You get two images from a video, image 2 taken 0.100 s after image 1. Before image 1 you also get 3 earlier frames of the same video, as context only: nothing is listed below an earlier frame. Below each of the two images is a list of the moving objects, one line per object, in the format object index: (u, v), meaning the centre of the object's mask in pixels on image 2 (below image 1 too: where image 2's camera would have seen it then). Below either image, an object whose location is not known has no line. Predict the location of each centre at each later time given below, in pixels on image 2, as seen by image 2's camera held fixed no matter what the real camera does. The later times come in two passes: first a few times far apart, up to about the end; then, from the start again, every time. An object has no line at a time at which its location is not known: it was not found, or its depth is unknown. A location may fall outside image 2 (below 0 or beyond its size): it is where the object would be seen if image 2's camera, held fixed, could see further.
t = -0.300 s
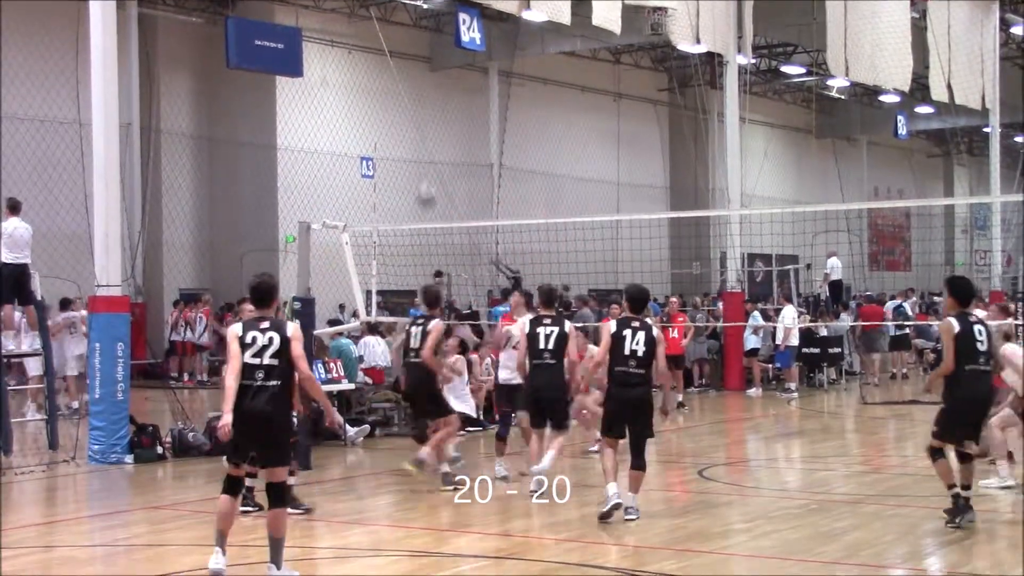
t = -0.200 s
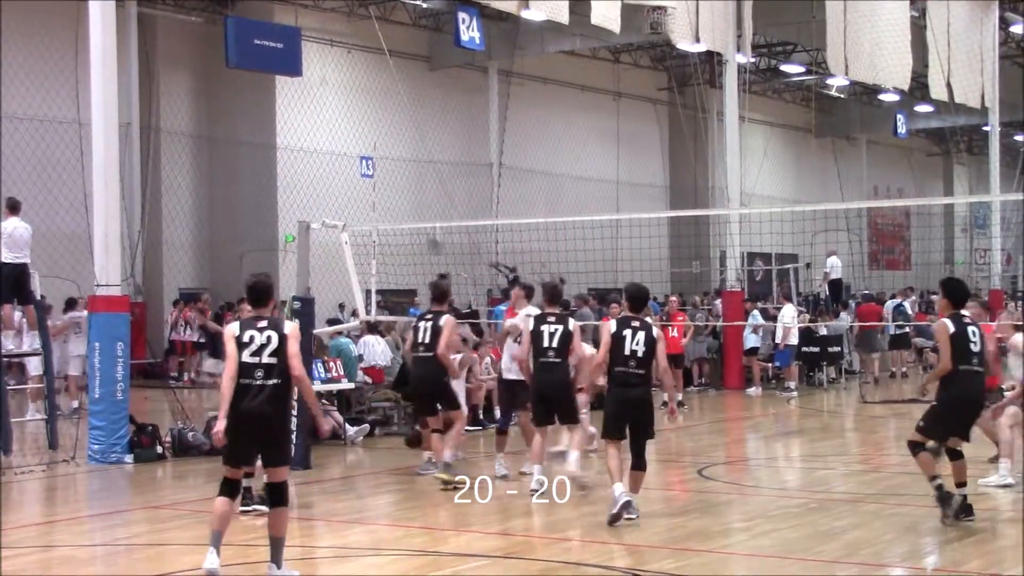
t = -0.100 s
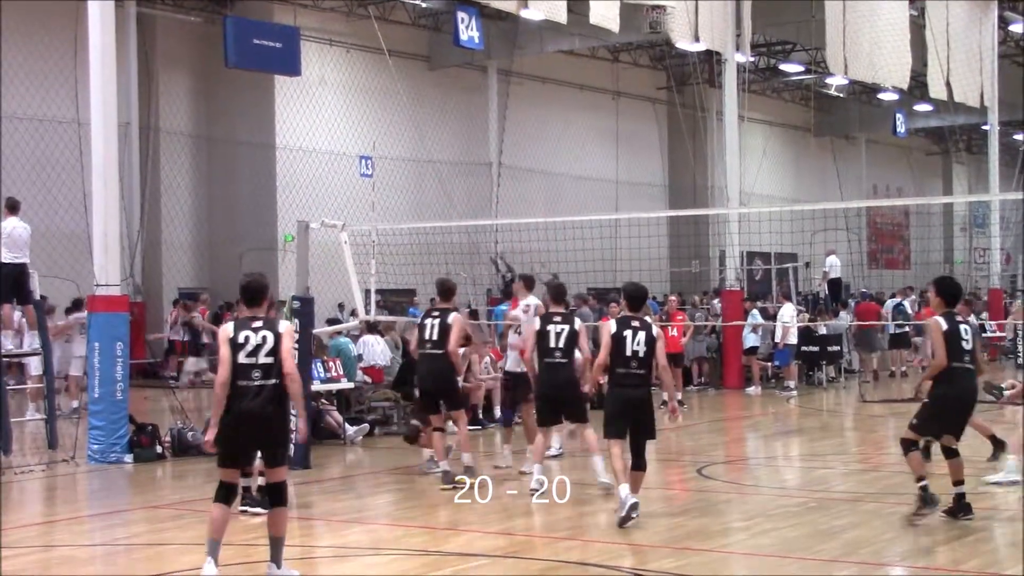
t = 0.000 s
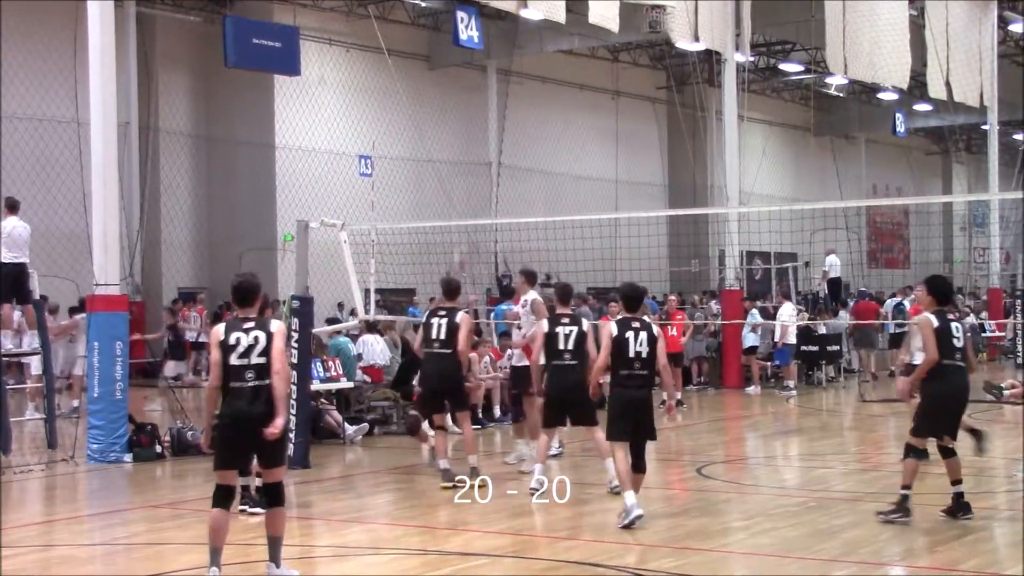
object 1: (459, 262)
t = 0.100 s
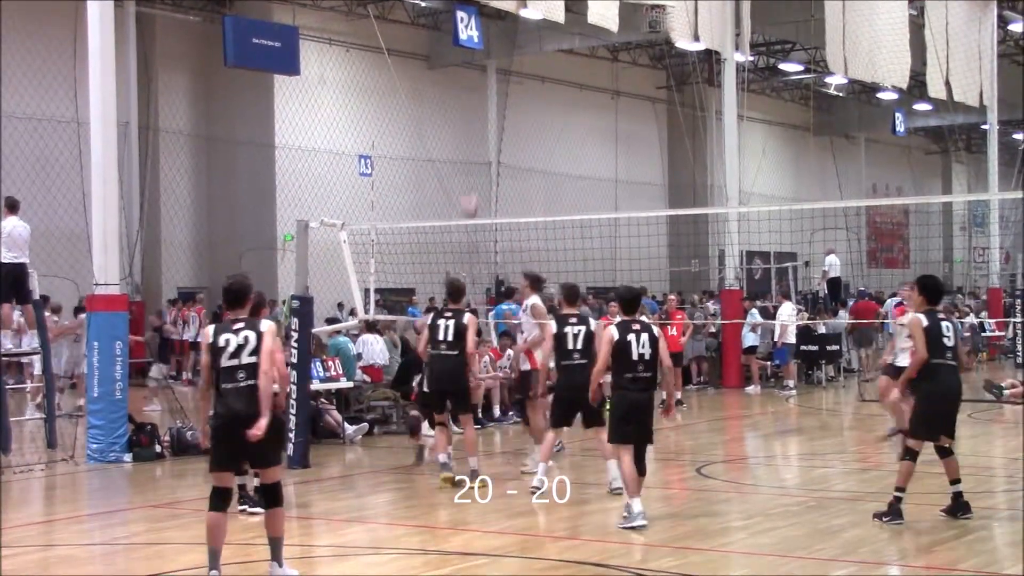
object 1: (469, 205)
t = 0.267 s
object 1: (490, 139)
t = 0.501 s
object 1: (519, 93)
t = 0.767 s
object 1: (552, 105)
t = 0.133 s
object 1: (473, 193)
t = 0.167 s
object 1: (478, 180)
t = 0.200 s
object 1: (483, 164)
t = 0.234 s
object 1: (486, 151)
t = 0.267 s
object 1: (490, 139)
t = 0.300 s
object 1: (494, 130)
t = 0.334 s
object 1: (498, 121)
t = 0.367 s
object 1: (502, 113)
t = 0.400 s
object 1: (506, 108)
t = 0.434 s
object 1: (510, 101)
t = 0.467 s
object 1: (515, 98)
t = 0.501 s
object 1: (519, 93)
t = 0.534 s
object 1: (523, 92)
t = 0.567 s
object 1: (527, 91)
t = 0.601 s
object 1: (531, 91)
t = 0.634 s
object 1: (534, 91)
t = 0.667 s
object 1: (542, 93)
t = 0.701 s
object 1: (546, 95)
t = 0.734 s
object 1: (549, 98)
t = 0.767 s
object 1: (552, 105)
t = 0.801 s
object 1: (554, 111)
